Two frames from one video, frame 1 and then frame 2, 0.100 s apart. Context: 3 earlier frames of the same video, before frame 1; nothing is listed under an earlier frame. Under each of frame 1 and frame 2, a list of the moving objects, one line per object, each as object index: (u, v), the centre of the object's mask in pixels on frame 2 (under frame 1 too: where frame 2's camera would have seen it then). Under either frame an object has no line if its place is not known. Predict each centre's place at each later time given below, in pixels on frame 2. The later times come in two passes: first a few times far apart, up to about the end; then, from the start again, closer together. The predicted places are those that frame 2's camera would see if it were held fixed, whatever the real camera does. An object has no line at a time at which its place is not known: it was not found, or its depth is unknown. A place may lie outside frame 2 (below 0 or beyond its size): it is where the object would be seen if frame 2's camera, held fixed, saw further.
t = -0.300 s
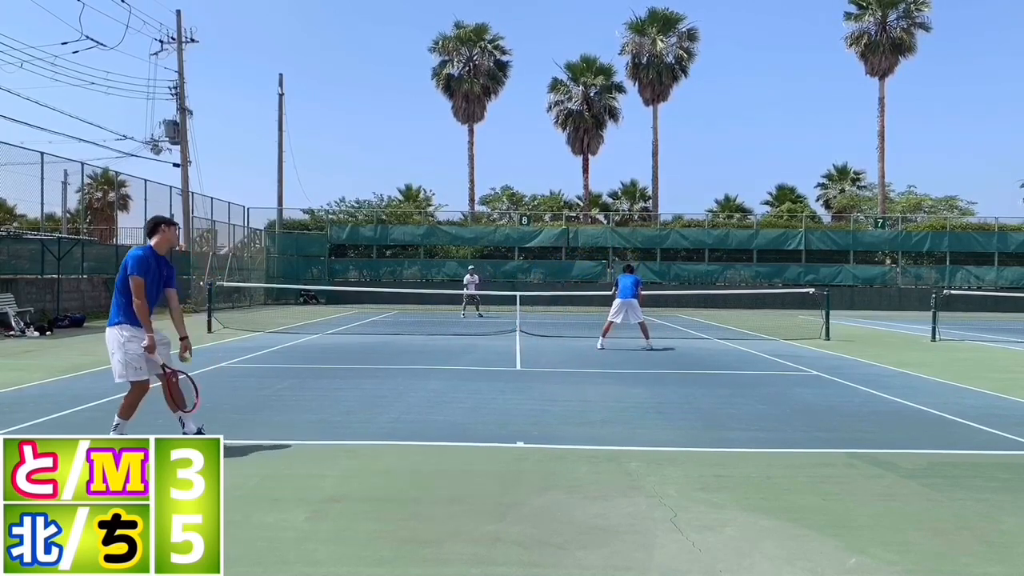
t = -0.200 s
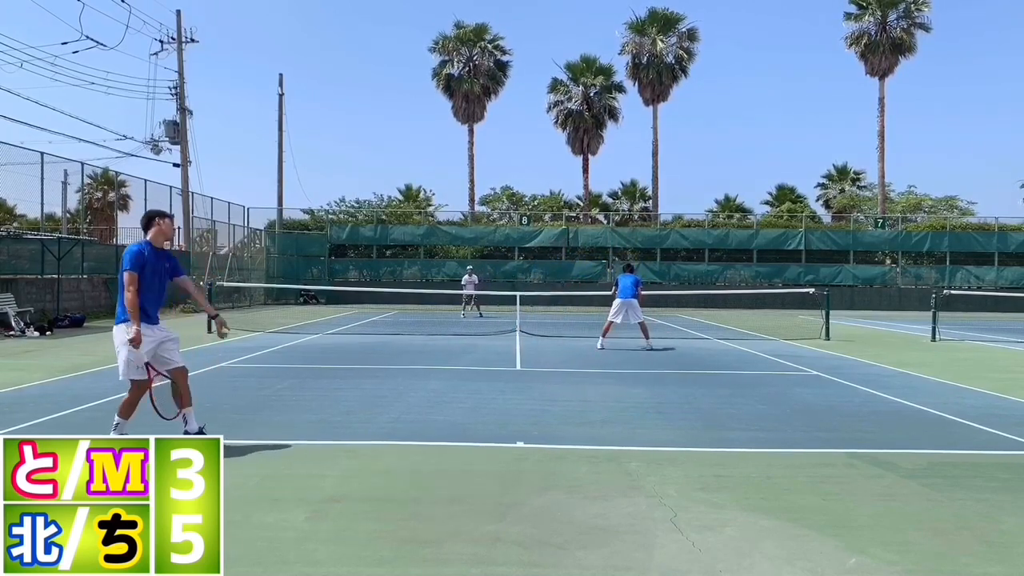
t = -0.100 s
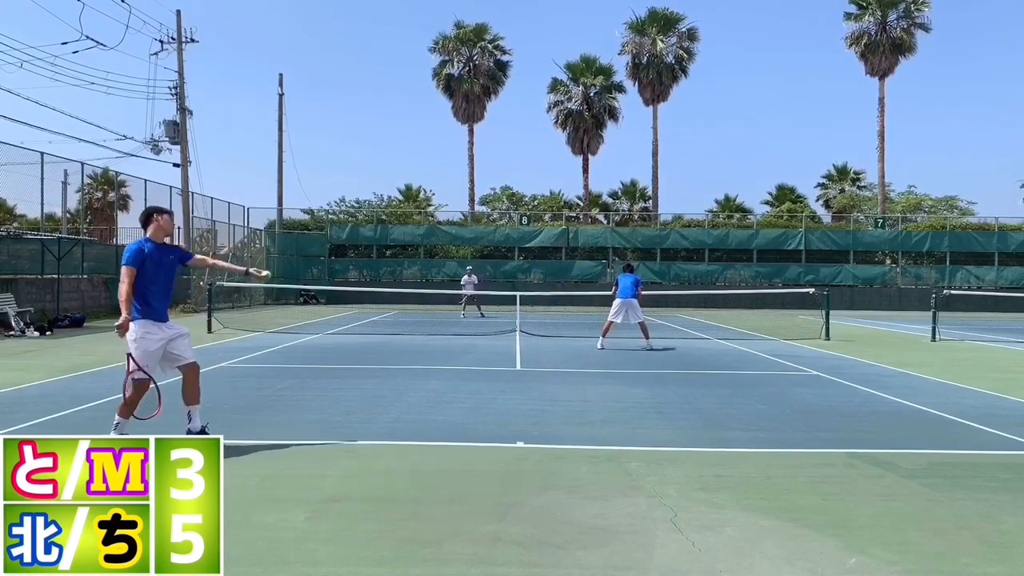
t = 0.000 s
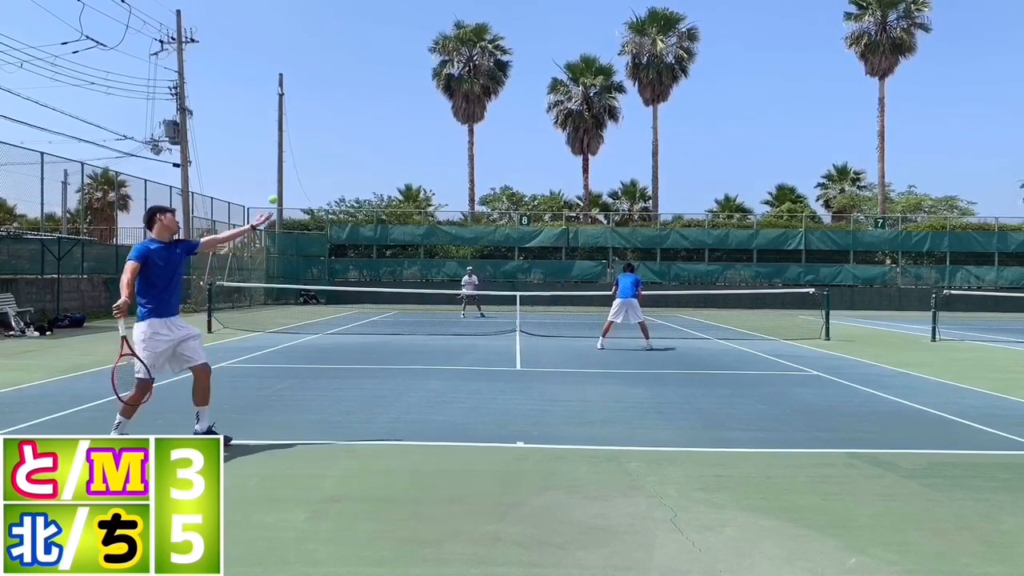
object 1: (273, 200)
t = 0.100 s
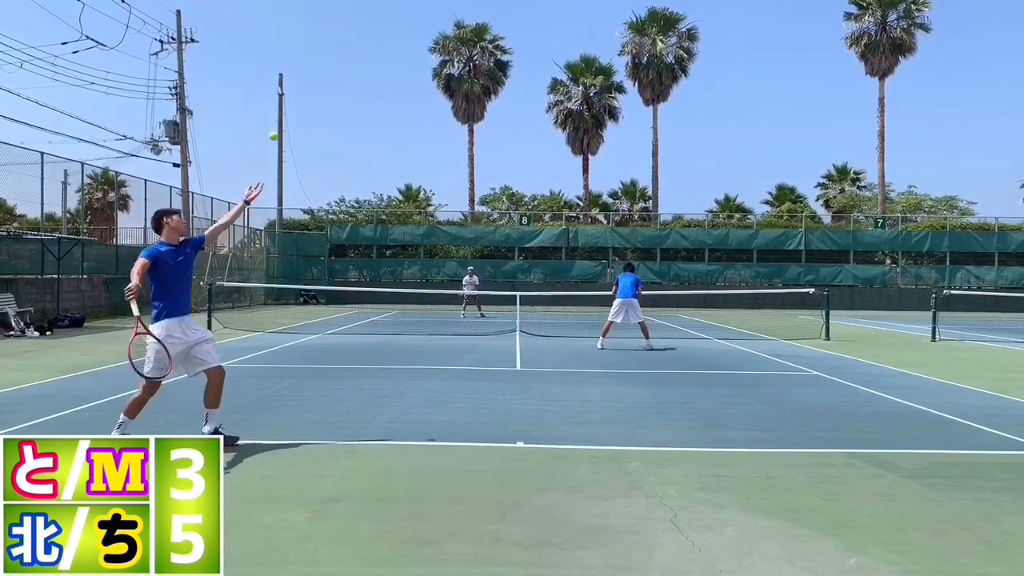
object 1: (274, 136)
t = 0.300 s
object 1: (274, 49)
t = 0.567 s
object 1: (275, 14)
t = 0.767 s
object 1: (275, 45)
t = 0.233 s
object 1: (274, 72)
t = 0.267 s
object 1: (274, 61)
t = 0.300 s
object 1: (274, 49)
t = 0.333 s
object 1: (274, 40)
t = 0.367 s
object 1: (275, 33)
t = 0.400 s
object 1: (275, 26)
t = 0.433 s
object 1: (275, 21)
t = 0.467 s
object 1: (275, 17)
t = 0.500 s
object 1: (275, 15)
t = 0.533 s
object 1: (275, 14)
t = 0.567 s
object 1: (275, 14)
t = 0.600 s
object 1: (275, 16)
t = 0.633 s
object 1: (275, 19)
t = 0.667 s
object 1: (275, 24)
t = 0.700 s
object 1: (275, 30)
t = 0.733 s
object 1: (275, 37)
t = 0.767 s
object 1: (275, 45)
